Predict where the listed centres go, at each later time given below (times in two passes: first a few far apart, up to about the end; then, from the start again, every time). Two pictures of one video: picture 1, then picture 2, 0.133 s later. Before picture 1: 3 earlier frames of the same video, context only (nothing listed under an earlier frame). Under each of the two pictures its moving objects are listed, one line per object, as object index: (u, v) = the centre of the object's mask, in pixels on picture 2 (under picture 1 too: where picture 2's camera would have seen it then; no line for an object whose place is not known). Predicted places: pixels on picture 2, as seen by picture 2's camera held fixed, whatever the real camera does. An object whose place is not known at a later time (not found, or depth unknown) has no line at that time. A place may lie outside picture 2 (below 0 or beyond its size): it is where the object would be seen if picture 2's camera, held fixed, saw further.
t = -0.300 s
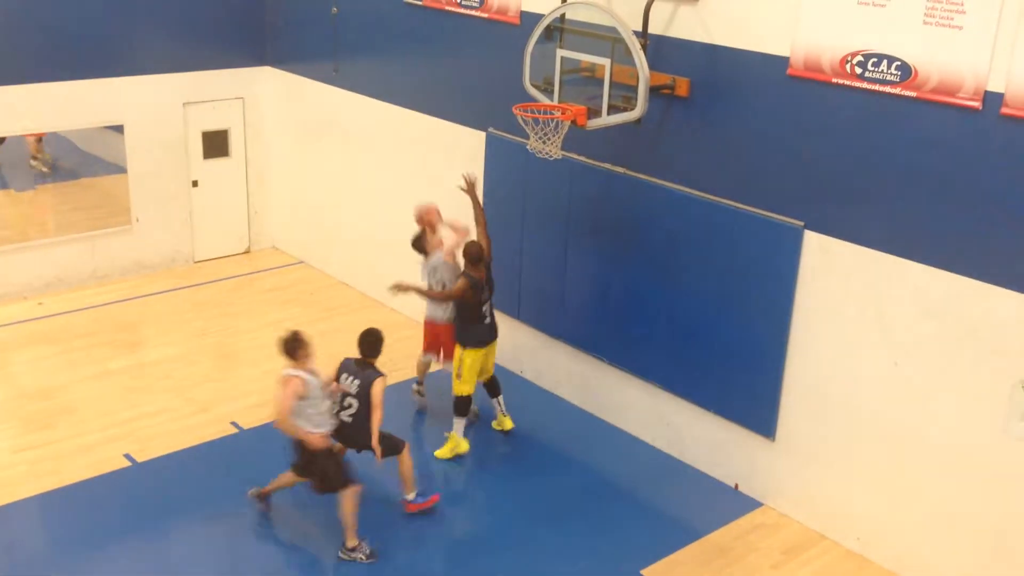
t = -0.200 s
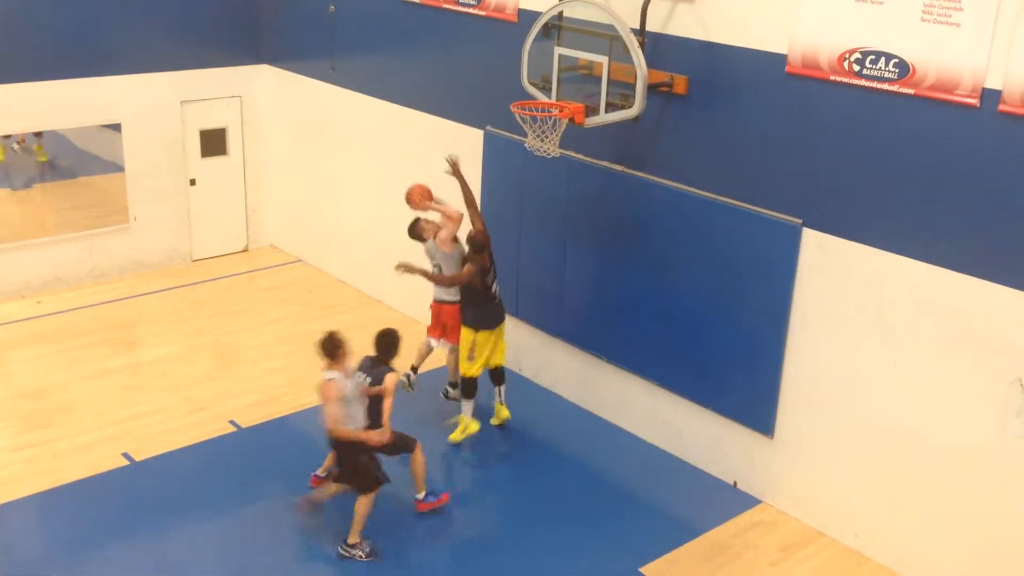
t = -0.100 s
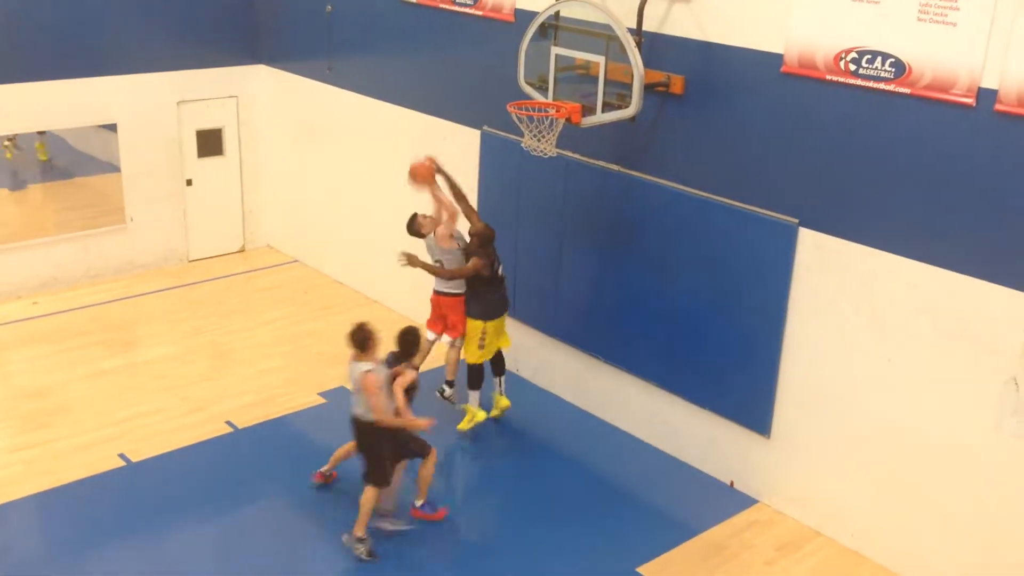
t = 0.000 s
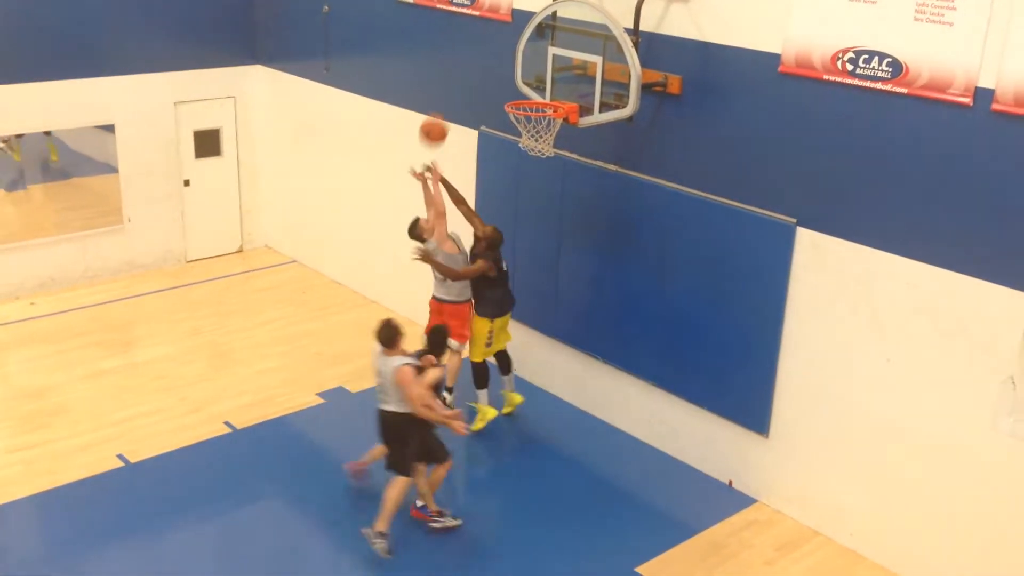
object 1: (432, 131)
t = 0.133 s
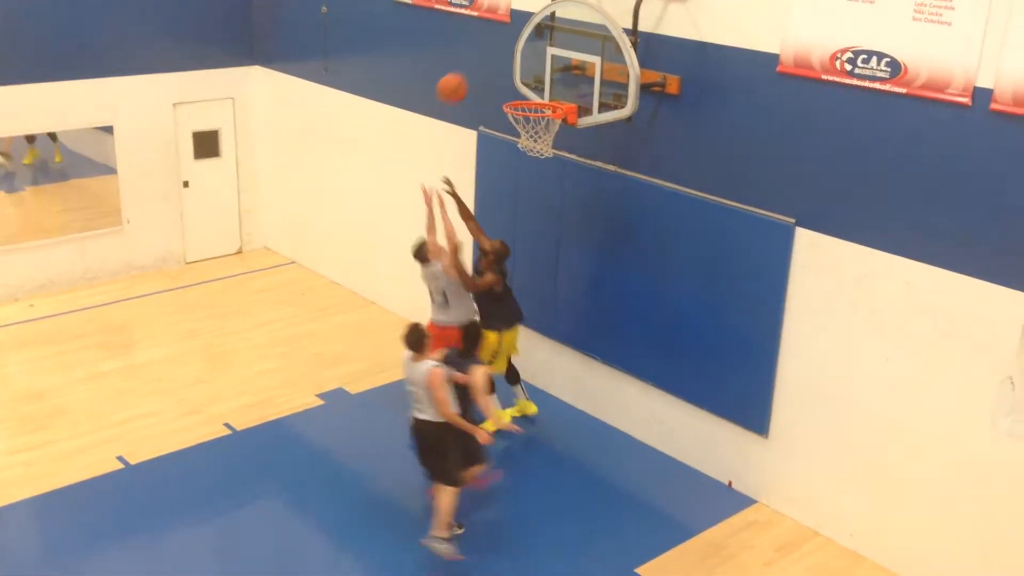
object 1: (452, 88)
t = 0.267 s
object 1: (472, 65)
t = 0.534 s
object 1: (512, 82)
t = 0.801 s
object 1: (541, 144)
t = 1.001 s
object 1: (545, 178)
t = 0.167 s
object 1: (457, 80)
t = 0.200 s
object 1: (462, 74)
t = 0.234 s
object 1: (467, 69)
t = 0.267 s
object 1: (472, 65)
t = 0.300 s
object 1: (477, 63)
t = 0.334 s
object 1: (482, 61)
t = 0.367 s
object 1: (487, 61)
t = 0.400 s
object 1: (492, 62)
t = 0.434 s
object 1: (497, 65)
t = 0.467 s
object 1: (502, 69)
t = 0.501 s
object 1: (507, 75)
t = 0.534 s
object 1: (512, 82)
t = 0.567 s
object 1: (516, 90)
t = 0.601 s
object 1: (521, 98)
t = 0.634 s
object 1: (526, 108)
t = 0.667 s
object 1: (531, 126)
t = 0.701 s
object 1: (535, 133)
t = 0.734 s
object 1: (536, 140)
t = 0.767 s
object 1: (539, 143)
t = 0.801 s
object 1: (541, 144)
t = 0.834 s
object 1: (542, 153)
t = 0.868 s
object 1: (543, 155)
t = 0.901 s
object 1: (544, 158)
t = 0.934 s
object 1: (544, 163)
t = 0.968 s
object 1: (545, 171)
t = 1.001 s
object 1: (545, 178)
